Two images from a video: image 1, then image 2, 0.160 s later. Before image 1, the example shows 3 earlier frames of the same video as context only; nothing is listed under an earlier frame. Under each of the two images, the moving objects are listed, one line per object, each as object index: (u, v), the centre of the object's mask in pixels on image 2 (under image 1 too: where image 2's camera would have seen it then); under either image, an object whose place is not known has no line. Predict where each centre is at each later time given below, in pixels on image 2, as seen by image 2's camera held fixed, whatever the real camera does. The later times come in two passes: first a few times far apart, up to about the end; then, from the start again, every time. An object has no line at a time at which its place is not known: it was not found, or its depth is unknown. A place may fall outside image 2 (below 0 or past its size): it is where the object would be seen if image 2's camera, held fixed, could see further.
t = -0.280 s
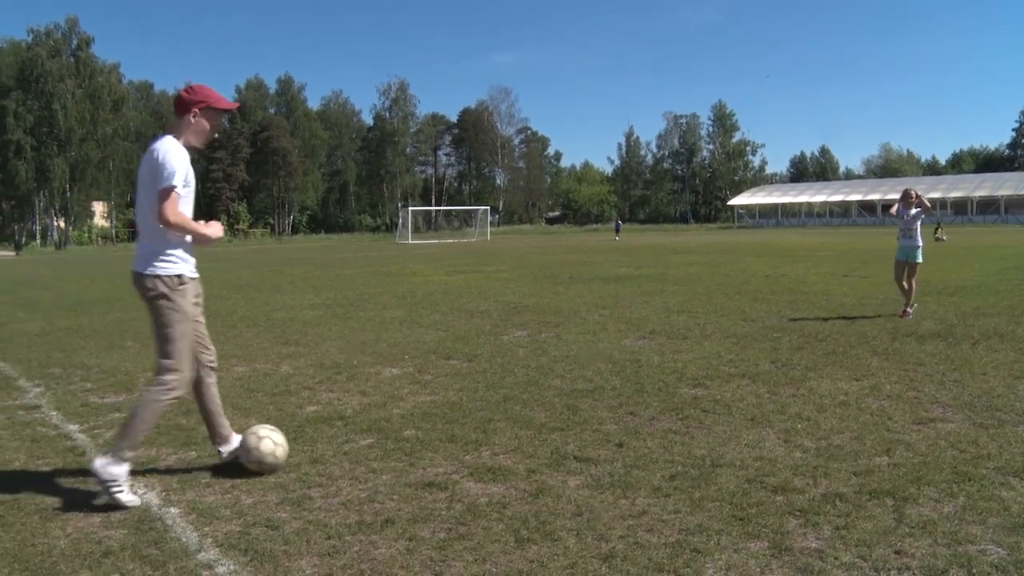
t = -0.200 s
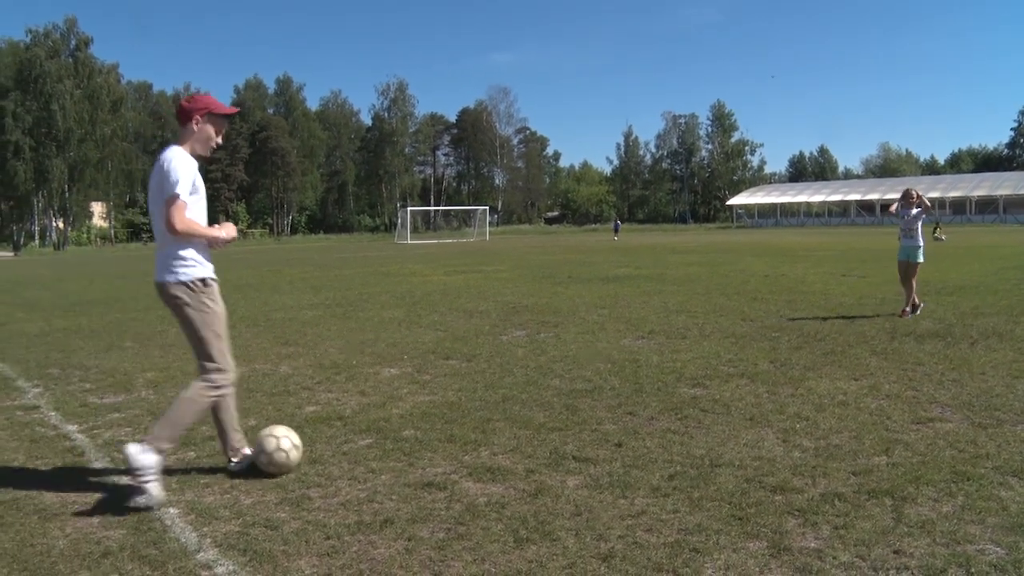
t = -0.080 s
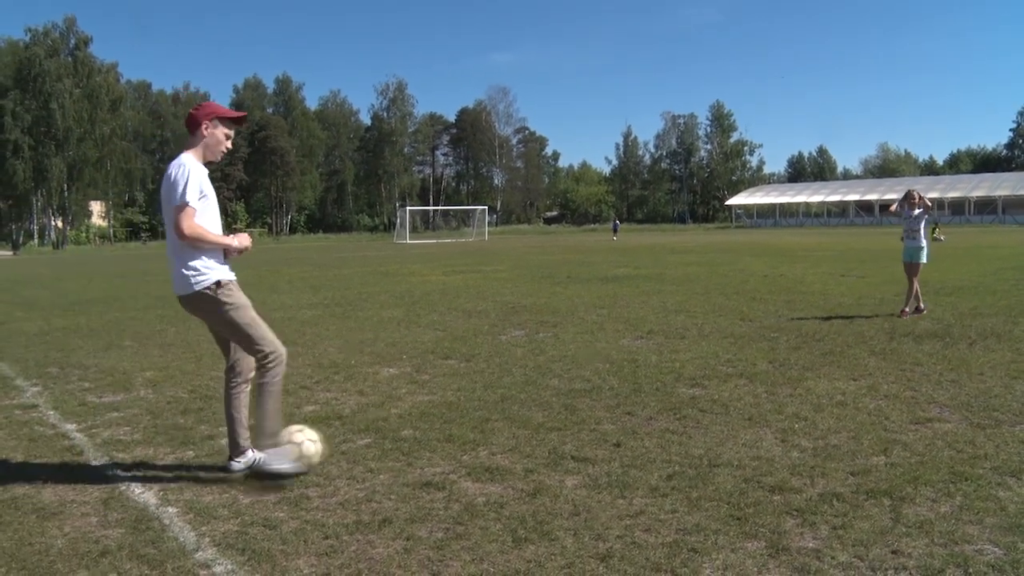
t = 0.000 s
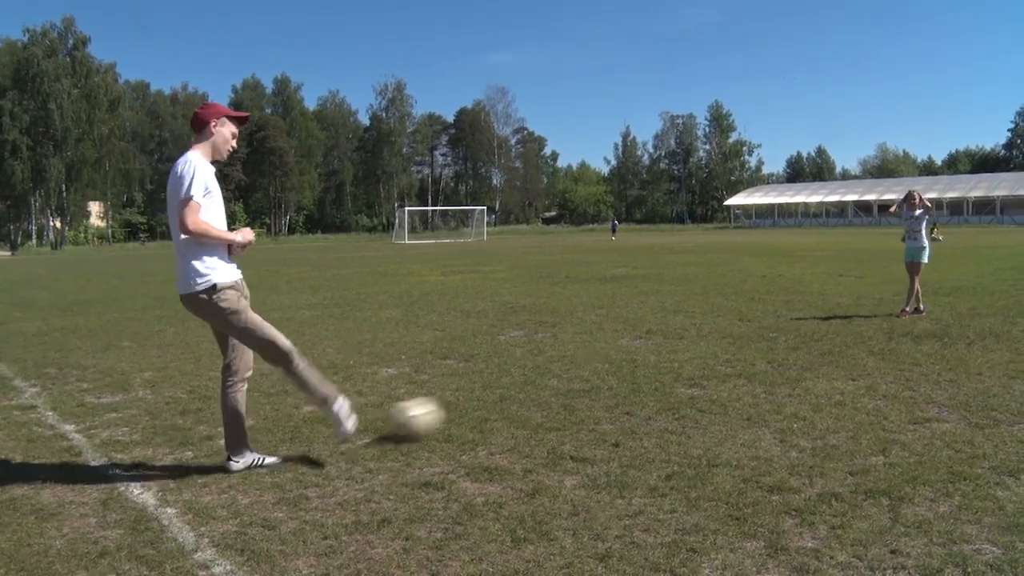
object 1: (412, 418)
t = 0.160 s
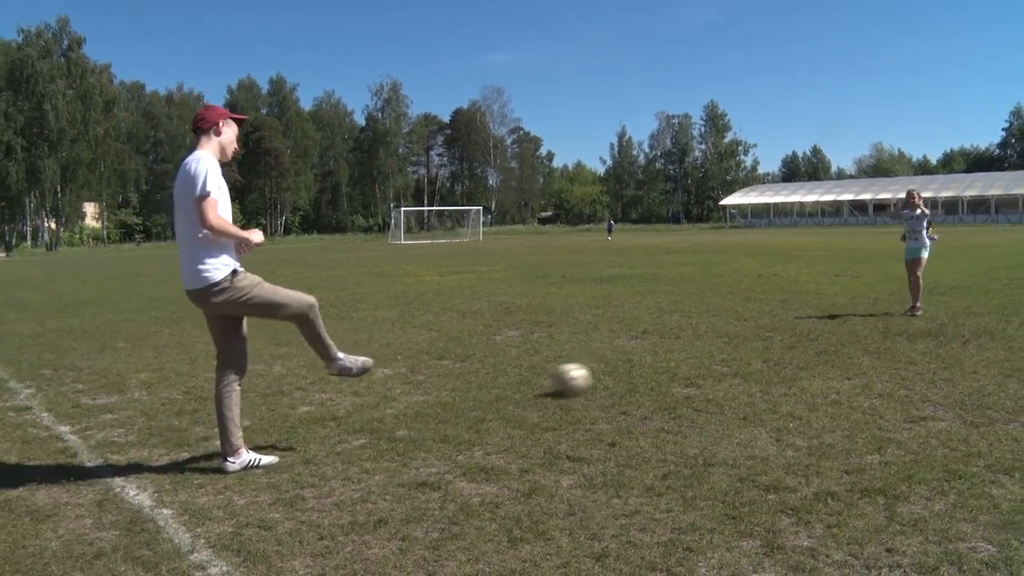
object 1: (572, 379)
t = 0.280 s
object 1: (644, 358)
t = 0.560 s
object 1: (740, 327)
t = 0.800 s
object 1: (786, 312)
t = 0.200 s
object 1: (598, 371)
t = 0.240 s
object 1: (623, 365)
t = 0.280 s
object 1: (644, 358)
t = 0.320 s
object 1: (663, 352)
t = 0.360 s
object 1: (680, 347)
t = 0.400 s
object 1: (695, 342)
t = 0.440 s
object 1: (707, 337)
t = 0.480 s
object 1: (720, 334)
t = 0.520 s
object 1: (730, 331)
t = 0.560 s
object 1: (740, 327)
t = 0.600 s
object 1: (749, 325)
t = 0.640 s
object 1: (757, 320)
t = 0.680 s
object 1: (765, 315)
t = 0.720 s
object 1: (772, 312)
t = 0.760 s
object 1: (780, 311)
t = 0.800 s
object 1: (786, 312)
